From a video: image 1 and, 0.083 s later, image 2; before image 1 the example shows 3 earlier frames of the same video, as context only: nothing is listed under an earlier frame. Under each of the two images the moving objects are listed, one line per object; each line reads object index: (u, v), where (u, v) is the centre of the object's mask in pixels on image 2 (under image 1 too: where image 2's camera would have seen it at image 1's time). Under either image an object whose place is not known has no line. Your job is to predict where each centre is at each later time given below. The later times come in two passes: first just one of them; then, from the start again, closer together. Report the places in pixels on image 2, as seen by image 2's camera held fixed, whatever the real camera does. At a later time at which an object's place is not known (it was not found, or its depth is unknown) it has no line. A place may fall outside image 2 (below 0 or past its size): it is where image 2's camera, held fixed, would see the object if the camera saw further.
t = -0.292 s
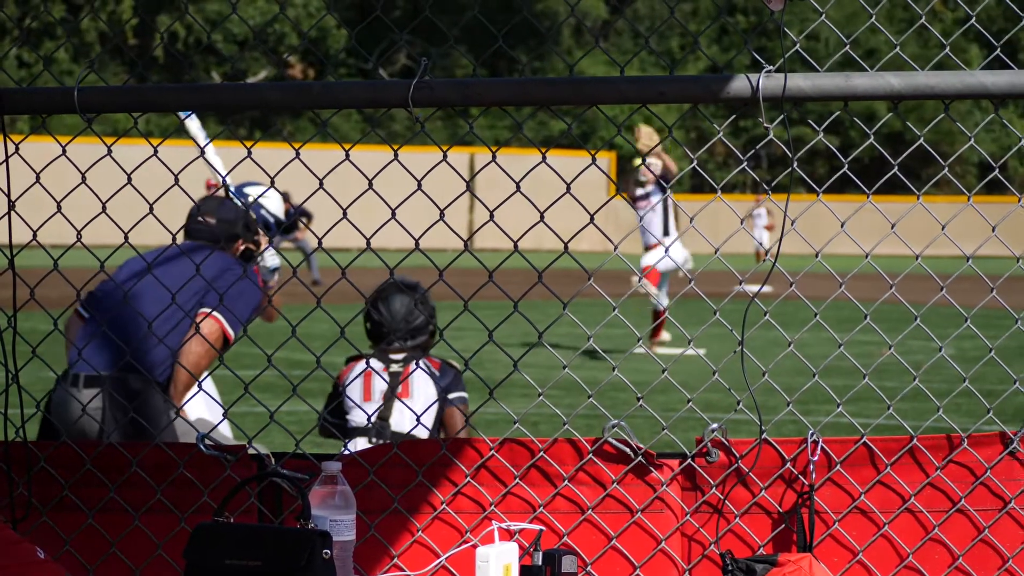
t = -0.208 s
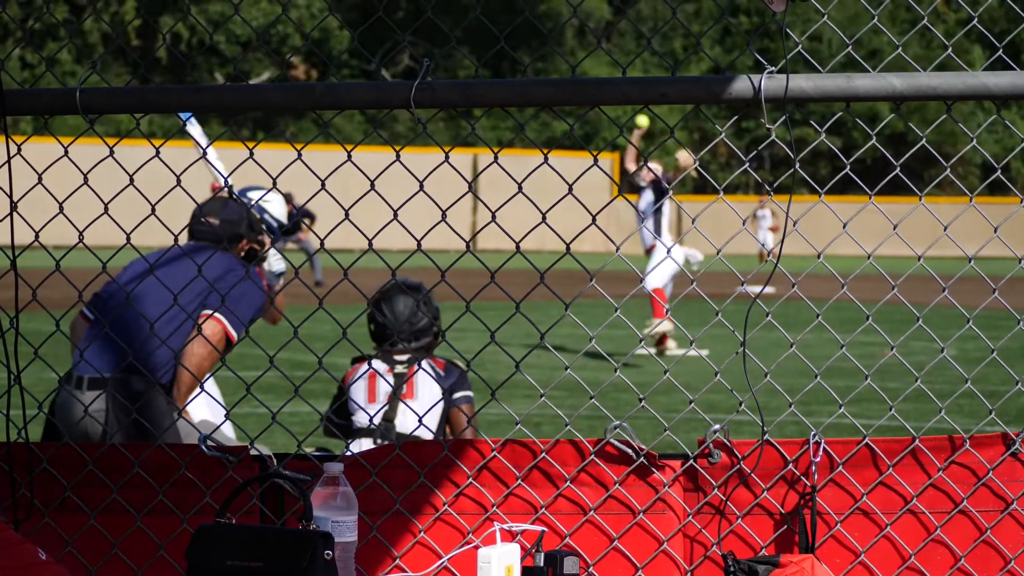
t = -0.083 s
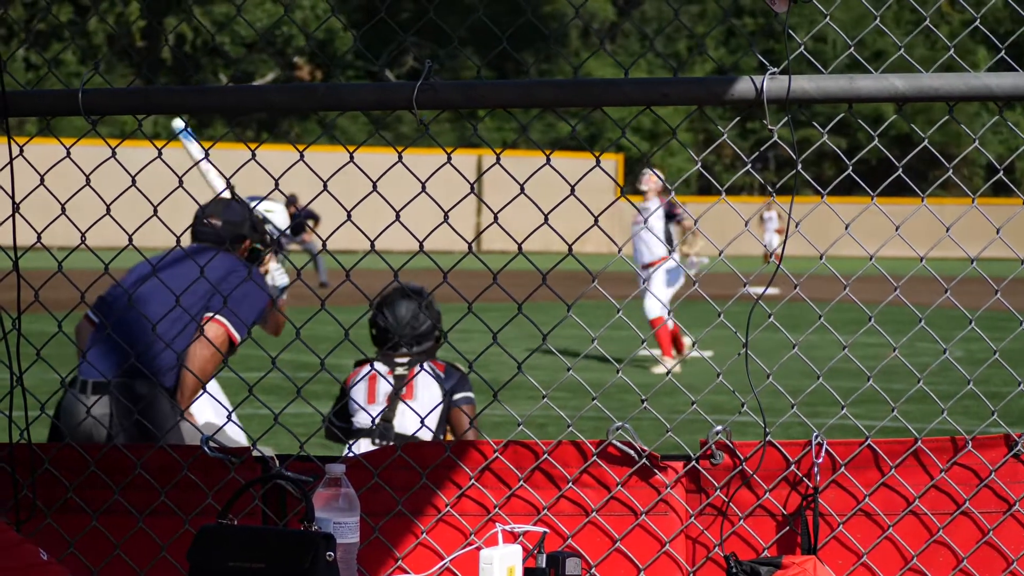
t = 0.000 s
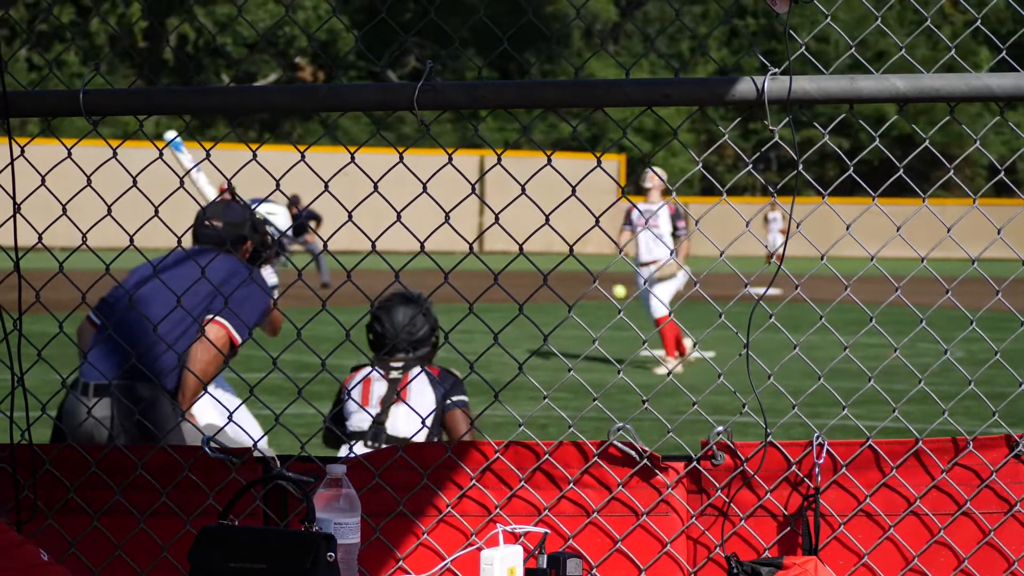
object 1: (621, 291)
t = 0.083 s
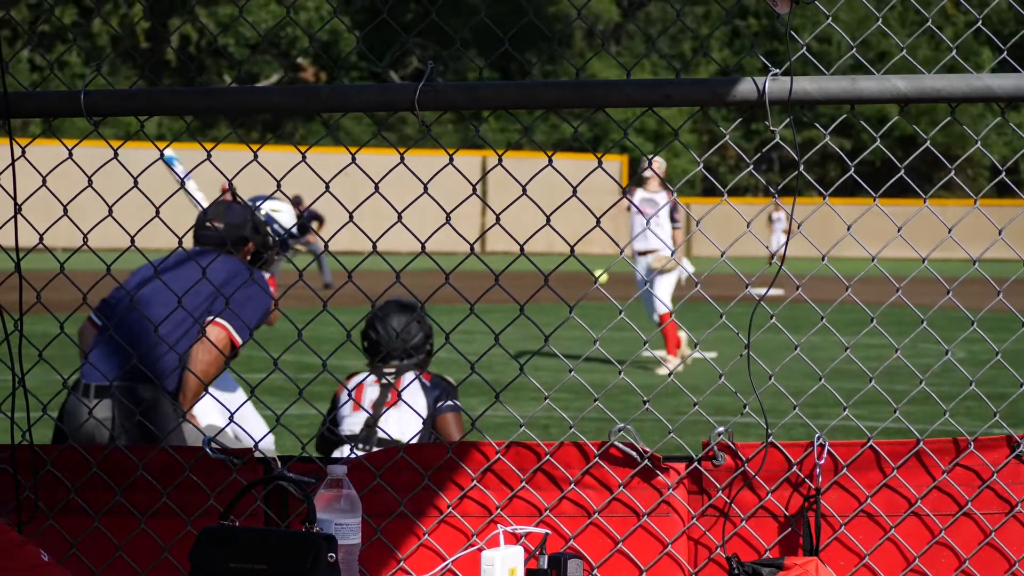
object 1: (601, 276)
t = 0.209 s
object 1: (568, 270)
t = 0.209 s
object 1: (568, 270)
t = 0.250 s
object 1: (552, 273)
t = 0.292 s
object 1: (537, 278)
